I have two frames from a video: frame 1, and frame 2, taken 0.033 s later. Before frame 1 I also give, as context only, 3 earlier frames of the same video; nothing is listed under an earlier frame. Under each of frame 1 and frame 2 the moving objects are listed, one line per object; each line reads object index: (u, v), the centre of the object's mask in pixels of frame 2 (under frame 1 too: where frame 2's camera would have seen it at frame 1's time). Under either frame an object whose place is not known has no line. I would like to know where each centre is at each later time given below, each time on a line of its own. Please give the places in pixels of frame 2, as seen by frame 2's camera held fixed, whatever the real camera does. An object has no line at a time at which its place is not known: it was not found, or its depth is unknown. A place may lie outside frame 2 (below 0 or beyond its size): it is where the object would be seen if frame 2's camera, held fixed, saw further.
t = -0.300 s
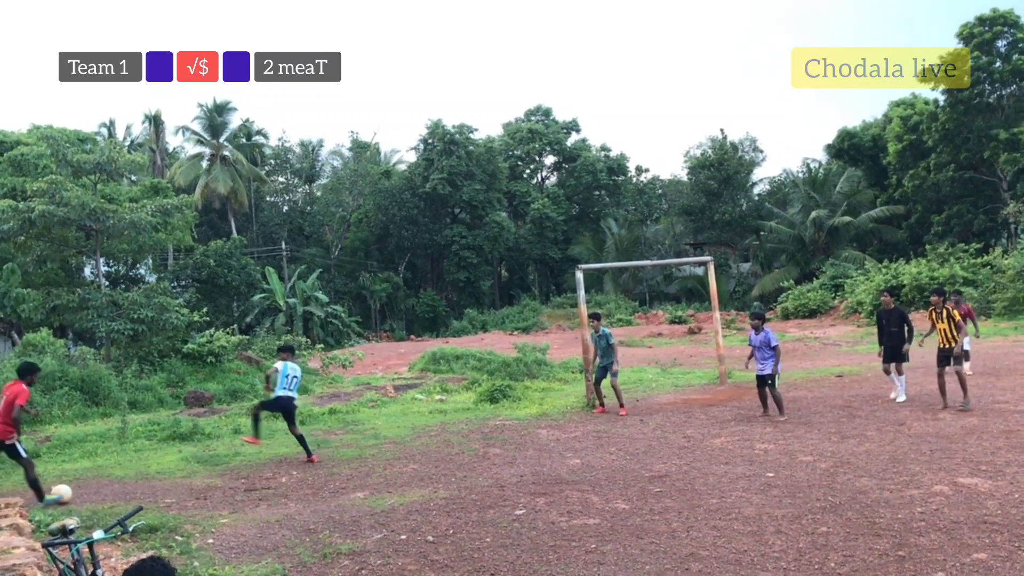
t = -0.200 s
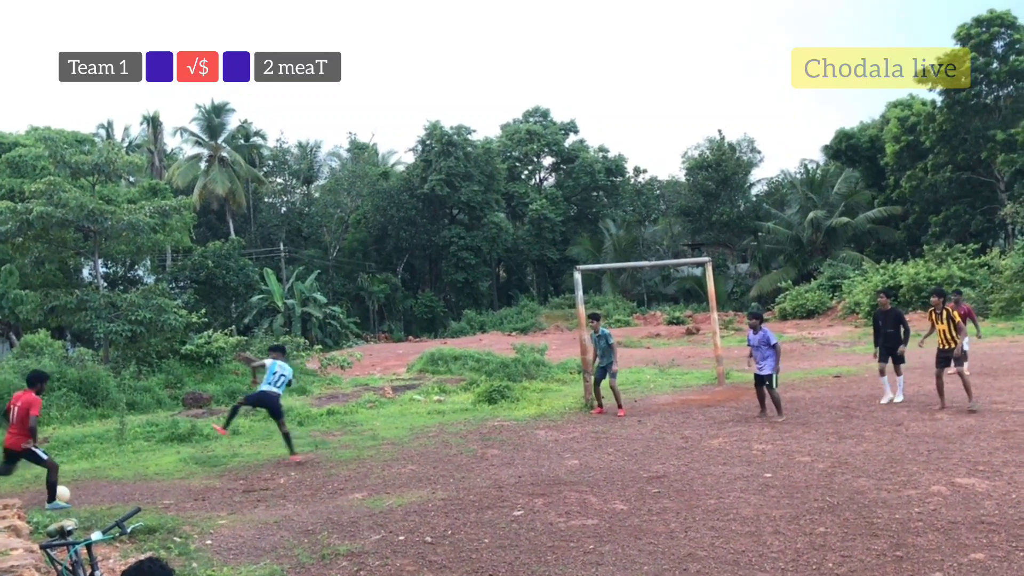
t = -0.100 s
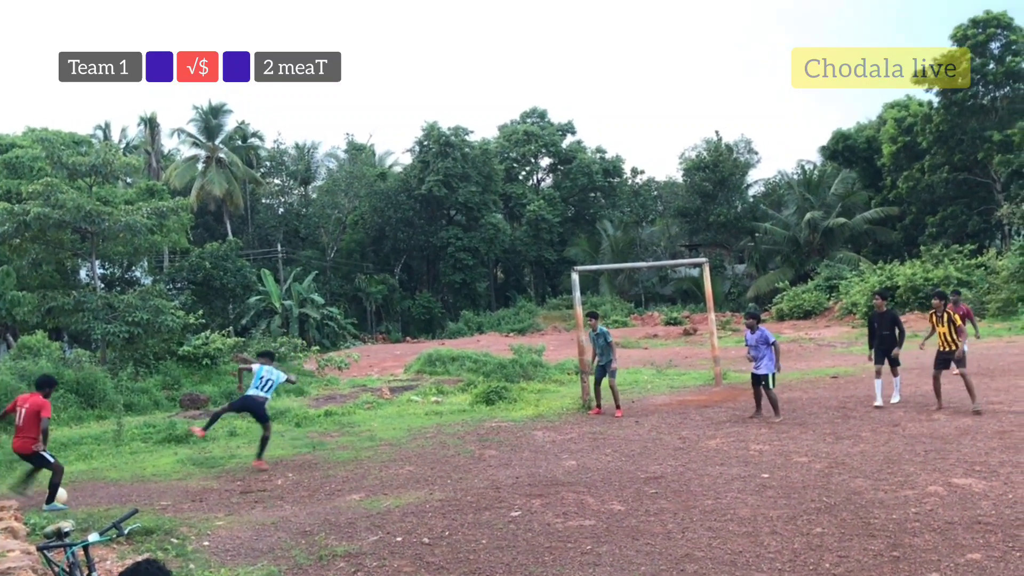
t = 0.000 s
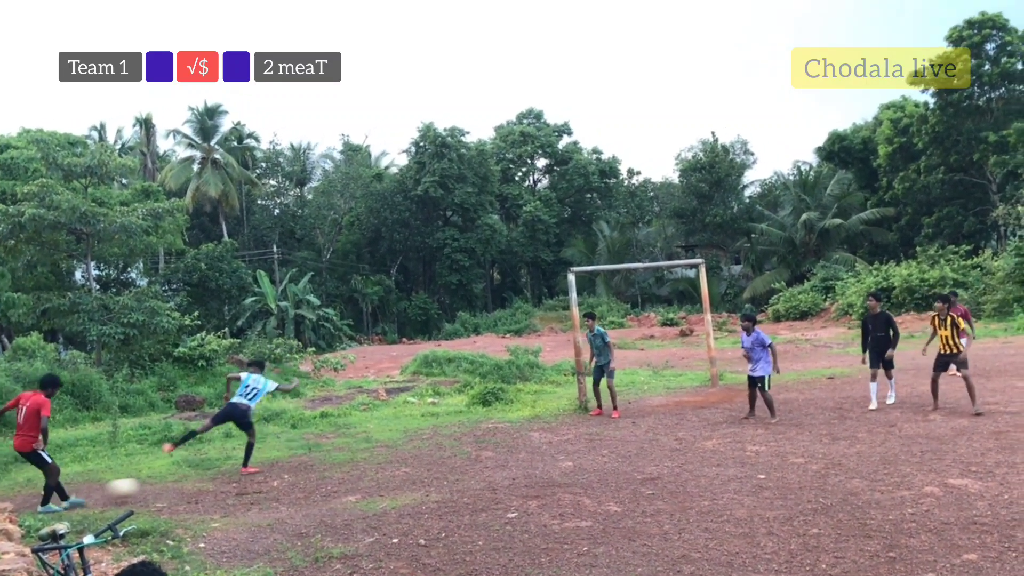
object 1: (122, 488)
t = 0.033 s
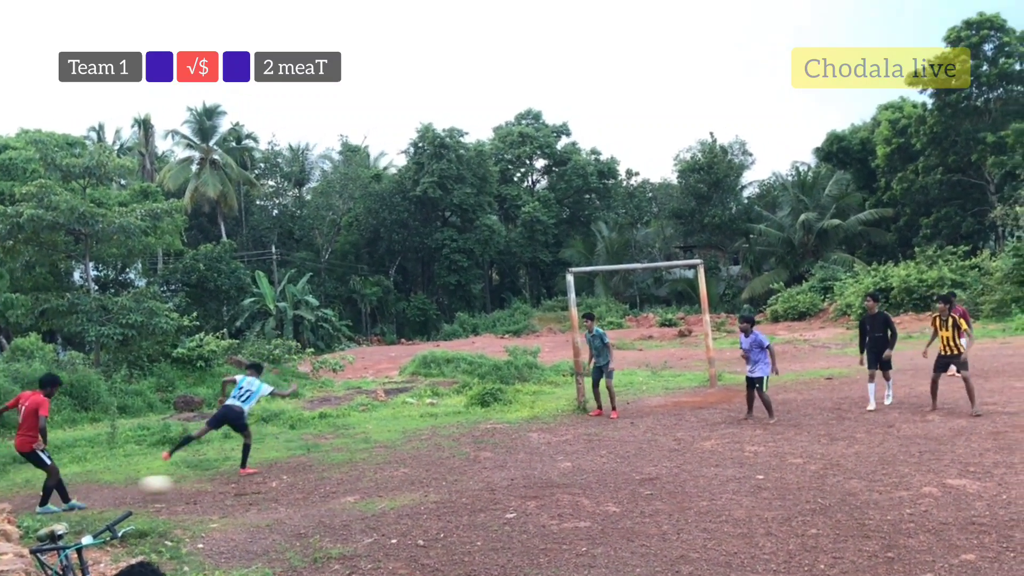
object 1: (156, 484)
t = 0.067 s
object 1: (191, 481)
